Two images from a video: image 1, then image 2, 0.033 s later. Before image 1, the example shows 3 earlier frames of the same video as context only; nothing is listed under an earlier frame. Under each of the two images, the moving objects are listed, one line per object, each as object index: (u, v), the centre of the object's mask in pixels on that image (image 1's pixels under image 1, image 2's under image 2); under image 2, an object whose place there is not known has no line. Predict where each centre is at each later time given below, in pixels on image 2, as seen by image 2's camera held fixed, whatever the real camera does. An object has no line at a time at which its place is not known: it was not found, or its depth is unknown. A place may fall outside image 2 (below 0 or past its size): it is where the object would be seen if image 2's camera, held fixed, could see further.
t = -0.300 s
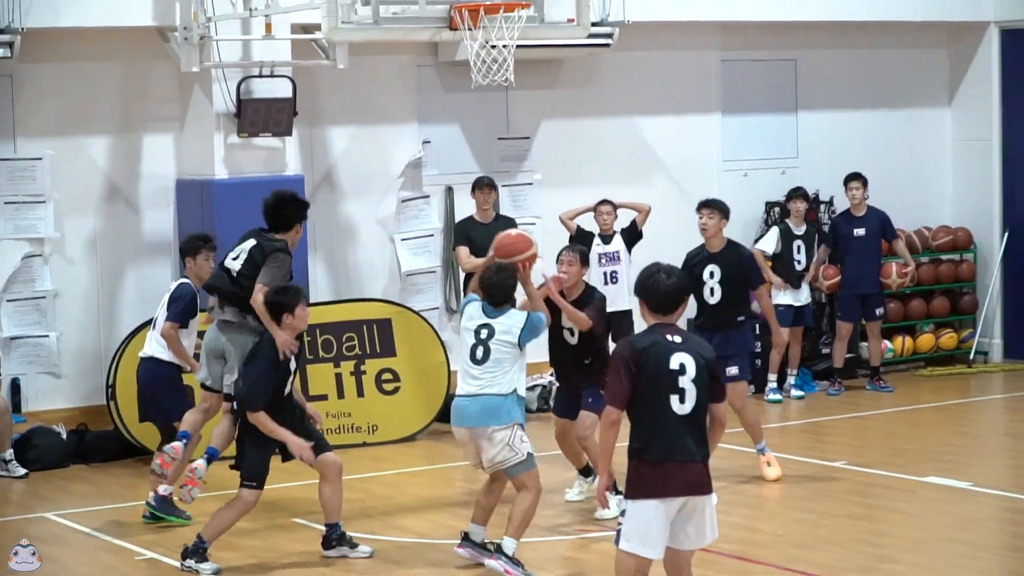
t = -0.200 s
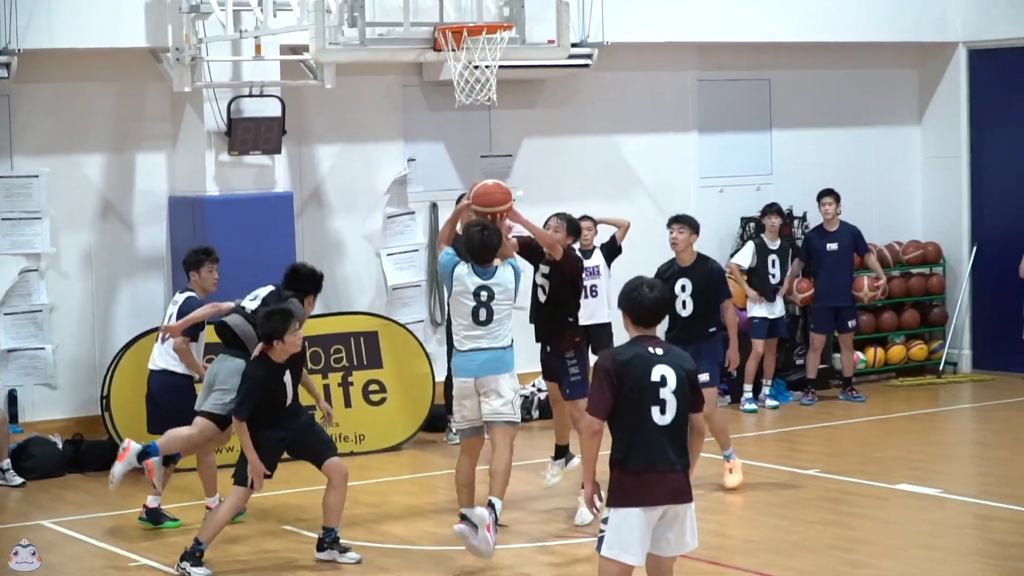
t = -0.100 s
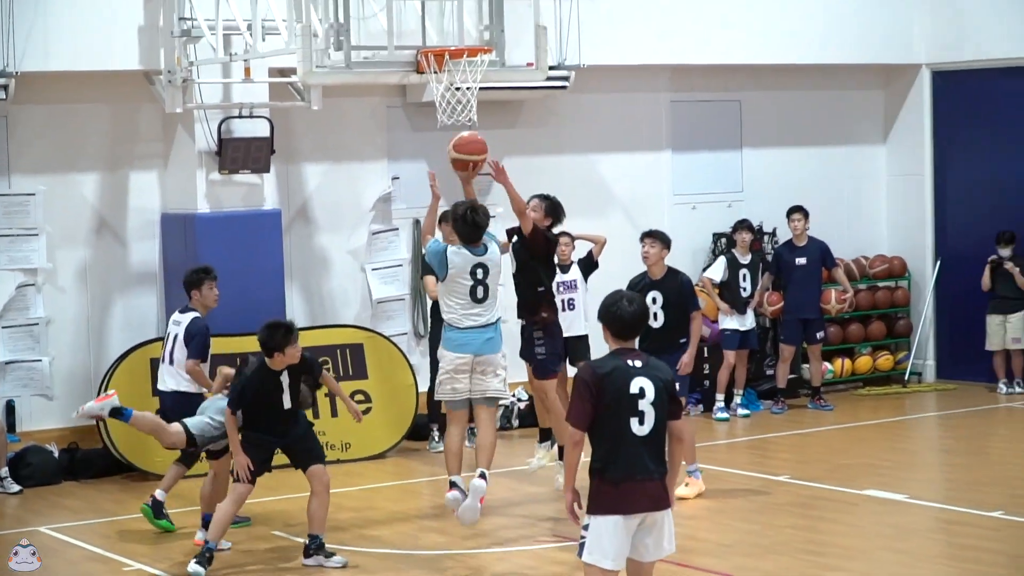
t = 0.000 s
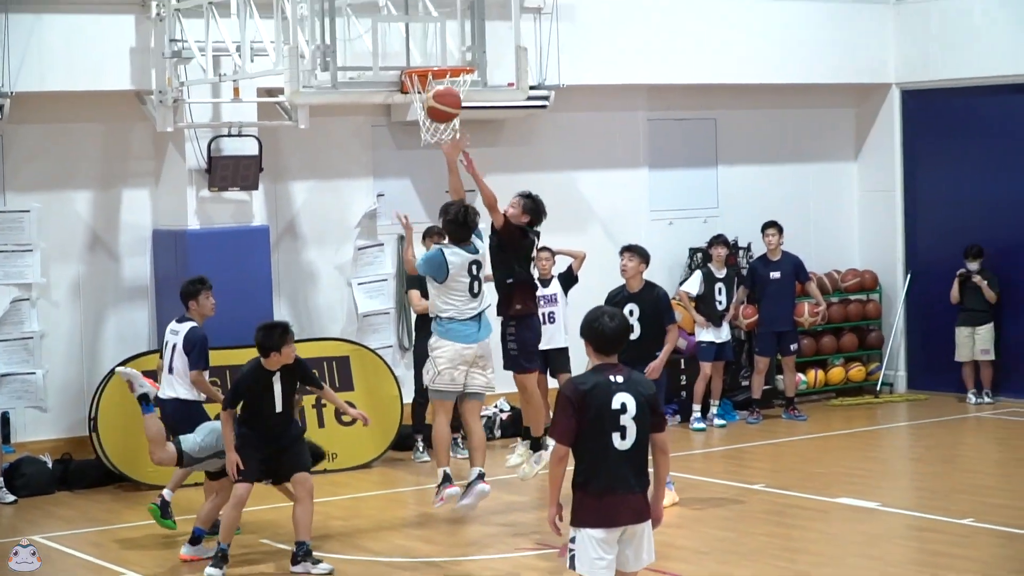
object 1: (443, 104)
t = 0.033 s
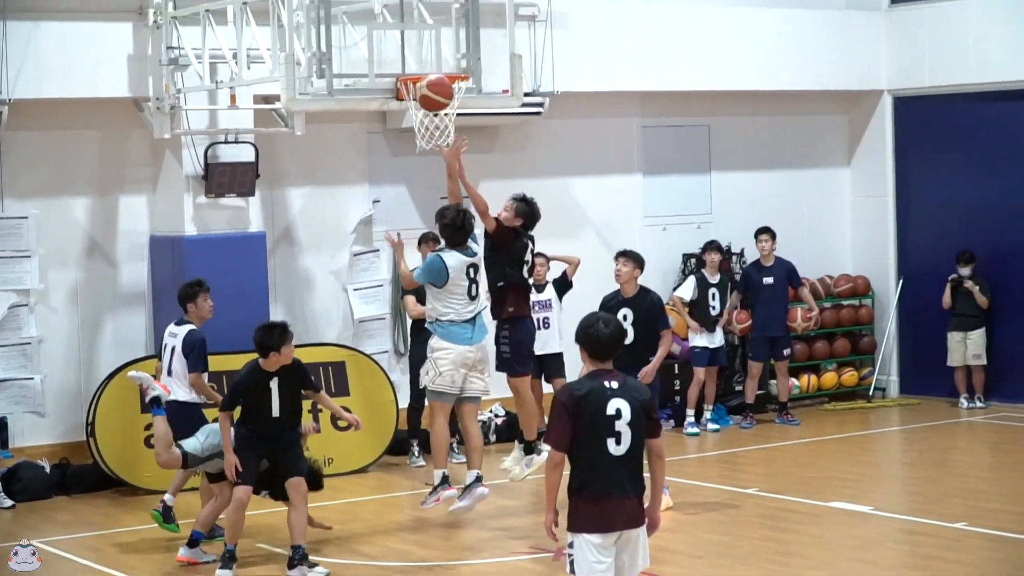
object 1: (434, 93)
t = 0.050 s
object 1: (433, 85)
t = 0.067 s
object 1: (432, 77)
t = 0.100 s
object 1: (429, 63)
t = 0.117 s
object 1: (428, 56)
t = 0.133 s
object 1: (427, 50)
